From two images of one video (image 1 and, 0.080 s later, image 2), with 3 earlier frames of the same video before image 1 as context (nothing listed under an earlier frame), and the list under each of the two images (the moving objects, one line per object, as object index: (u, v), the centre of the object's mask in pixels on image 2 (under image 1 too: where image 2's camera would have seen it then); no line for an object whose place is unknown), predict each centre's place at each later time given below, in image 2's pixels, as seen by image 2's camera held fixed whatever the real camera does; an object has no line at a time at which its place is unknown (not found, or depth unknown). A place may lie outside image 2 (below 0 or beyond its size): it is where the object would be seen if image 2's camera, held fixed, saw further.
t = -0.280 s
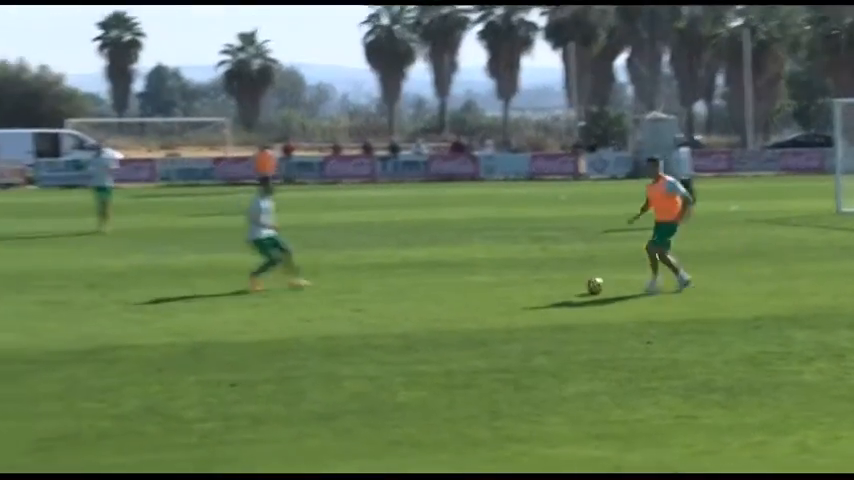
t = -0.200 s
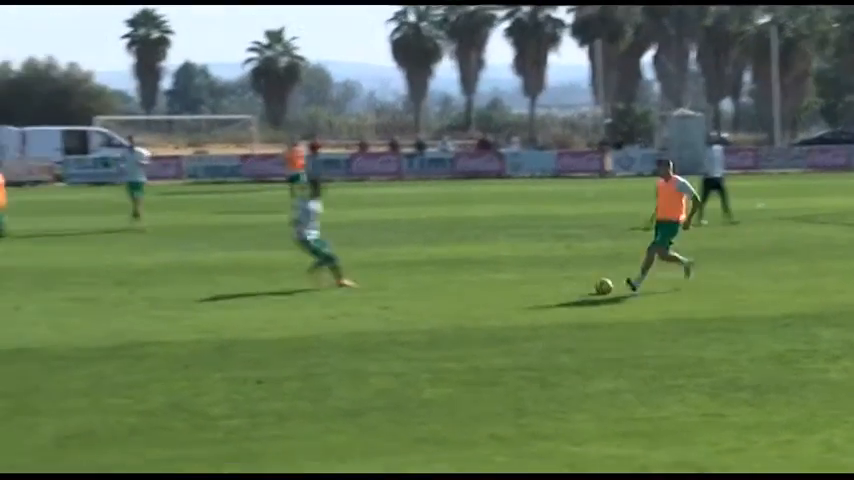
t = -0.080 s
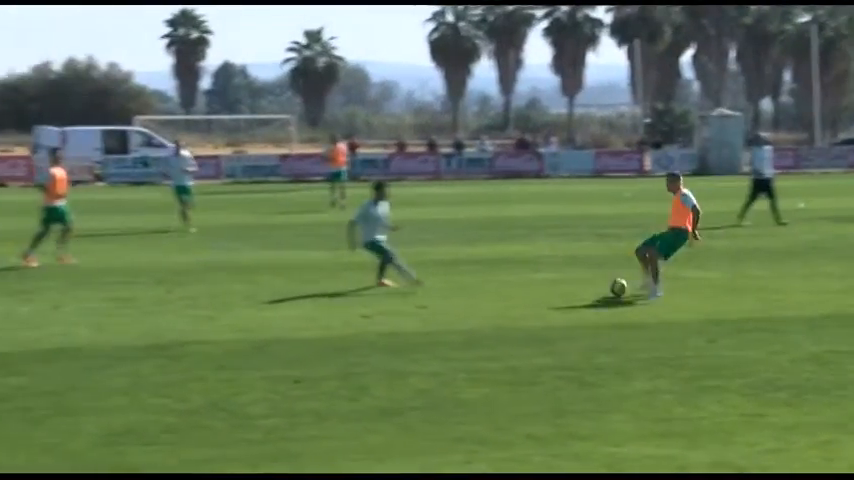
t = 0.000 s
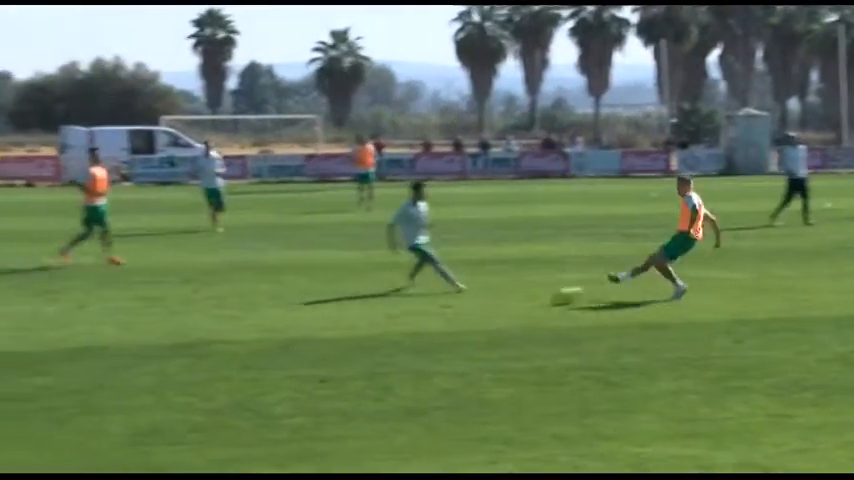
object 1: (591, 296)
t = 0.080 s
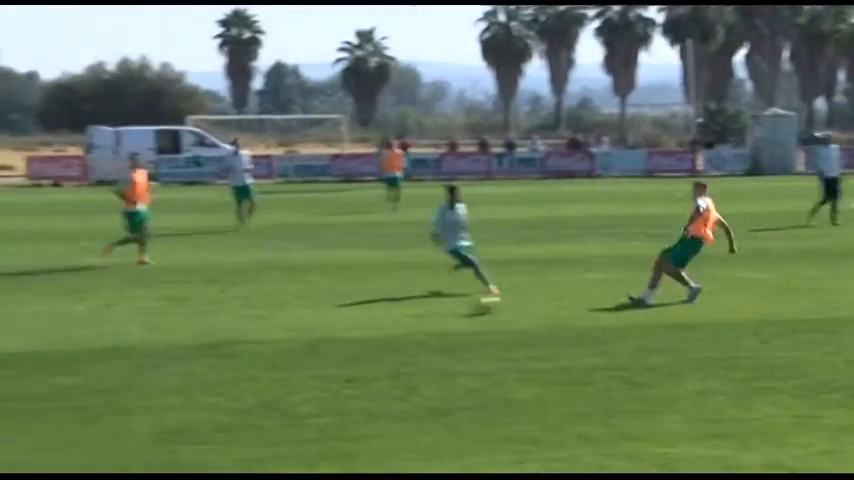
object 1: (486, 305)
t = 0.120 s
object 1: (430, 310)
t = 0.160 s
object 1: (377, 316)
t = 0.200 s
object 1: (319, 322)
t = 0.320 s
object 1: (161, 338)
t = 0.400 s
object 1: (54, 349)
